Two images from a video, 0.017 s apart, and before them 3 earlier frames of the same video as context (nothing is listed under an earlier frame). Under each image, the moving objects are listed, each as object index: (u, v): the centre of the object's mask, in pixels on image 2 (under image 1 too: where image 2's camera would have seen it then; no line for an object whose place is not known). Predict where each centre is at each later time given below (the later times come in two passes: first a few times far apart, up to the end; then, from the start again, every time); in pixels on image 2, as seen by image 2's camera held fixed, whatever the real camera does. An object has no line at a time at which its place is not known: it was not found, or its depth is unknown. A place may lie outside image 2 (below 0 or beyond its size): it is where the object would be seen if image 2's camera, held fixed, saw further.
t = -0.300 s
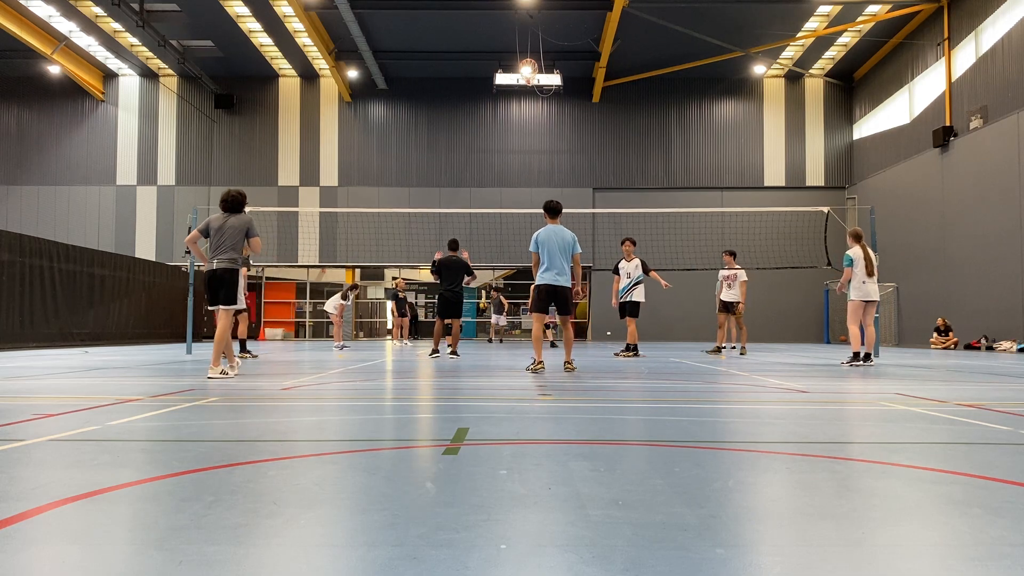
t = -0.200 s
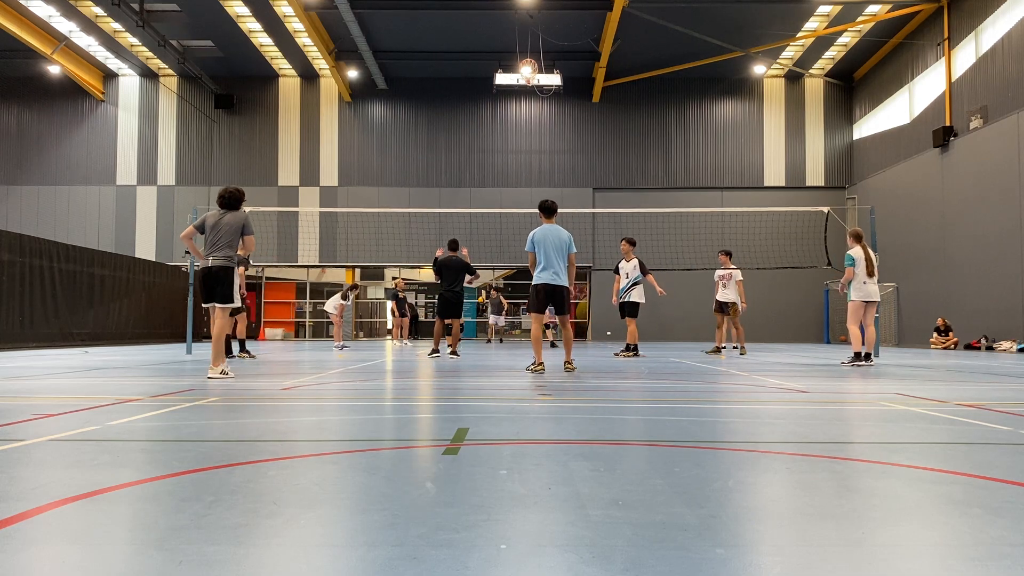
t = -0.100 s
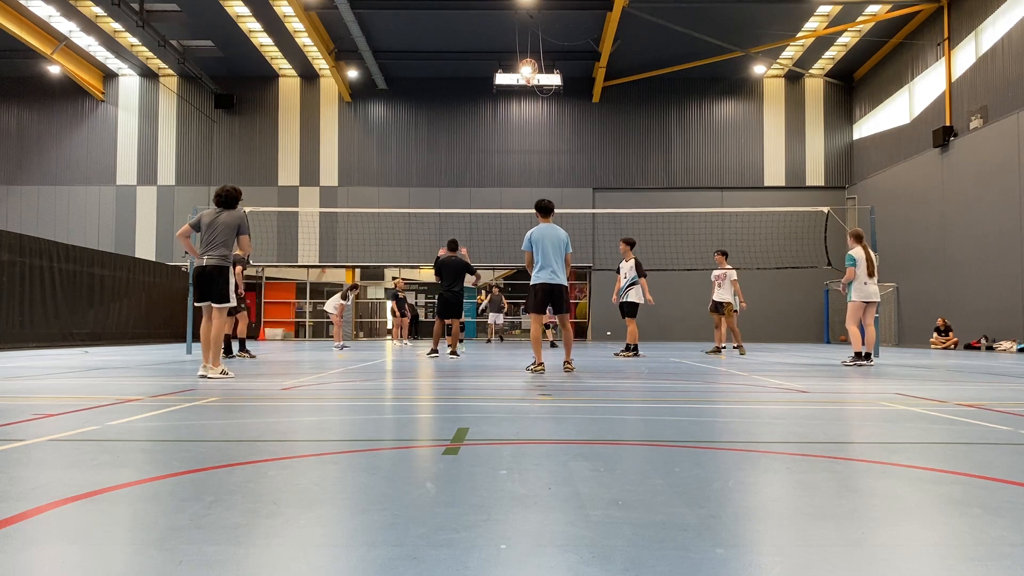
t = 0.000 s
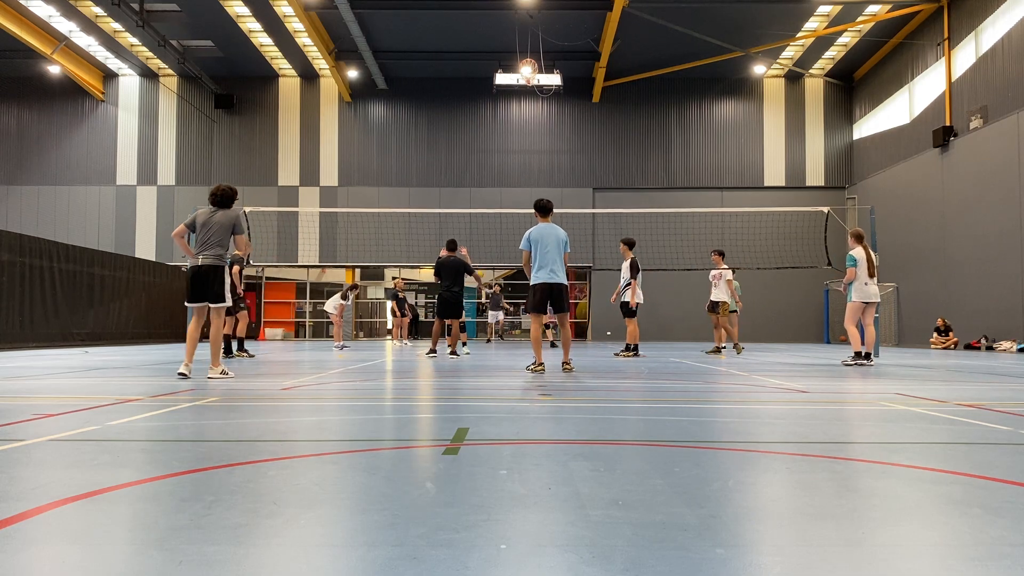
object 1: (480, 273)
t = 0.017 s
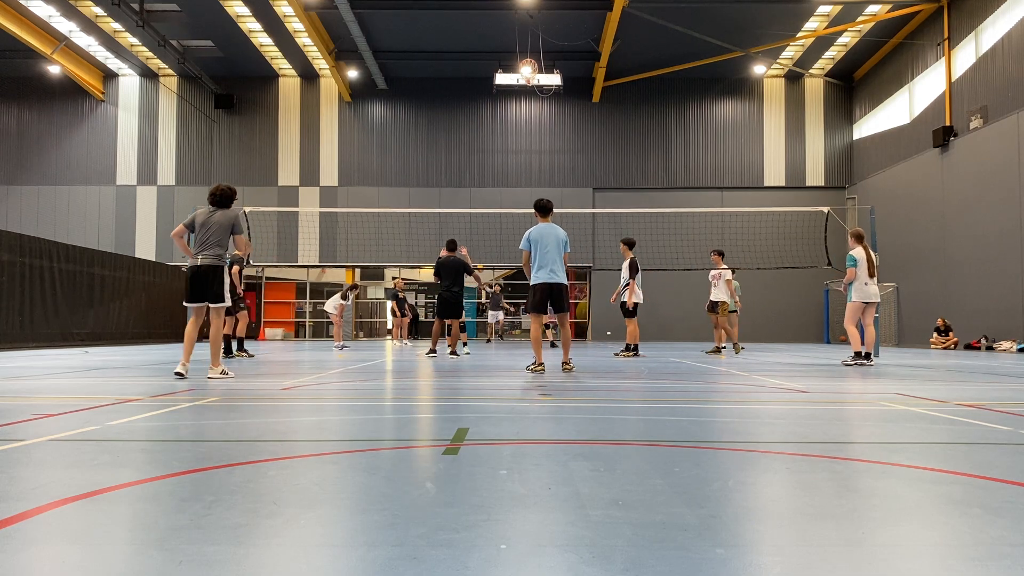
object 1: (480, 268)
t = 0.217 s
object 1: (479, 206)
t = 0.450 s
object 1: (479, 150)
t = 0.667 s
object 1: (477, 112)
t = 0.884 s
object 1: (473, 92)
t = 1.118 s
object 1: (469, 96)
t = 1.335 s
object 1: (464, 127)
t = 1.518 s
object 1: (461, 178)
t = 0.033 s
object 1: (480, 262)
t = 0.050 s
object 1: (479, 257)
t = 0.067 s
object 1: (480, 251)
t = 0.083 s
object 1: (479, 247)
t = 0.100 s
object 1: (479, 242)
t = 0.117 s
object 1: (479, 236)
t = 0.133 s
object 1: (480, 231)
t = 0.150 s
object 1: (480, 226)
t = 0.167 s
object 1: (479, 222)
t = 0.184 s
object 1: (479, 217)
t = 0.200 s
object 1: (479, 212)
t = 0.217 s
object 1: (479, 206)
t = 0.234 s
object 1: (479, 202)
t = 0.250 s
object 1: (479, 198)
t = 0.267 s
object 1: (479, 194)
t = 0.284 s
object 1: (479, 189)
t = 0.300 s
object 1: (480, 185)
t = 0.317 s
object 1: (479, 181)
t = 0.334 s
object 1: (479, 177)
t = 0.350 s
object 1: (479, 173)
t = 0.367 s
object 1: (479, 169)
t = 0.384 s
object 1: (479, 165)
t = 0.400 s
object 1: (479, 161)
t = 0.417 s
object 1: (479, 157)
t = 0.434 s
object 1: (479, 153)
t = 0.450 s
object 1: (479, 150)
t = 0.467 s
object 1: (478, 146)
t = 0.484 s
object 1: (478, 143)
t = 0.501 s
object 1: (478, 140)
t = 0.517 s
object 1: (478, 137)
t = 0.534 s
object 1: (478, 133)
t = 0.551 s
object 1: (478, 130)
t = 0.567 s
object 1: (478, 127)
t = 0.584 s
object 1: (478, 124)
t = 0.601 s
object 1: (478, 122)
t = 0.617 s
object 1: (477, 119)
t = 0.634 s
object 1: (477, 117)
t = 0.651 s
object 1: (477, 114)
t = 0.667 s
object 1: (477, 112)
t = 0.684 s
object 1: (476, 109)
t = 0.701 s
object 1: (476, 107)
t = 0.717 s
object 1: (476, 105)
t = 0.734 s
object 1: (476, 103)
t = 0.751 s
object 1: (475, 102)
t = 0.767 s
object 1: (475, 100)
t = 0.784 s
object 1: (475, 99)
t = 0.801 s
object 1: (474, 97)
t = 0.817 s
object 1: (474, 96)
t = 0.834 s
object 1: (474, 95)
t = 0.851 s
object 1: (473, 94)
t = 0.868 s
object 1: (473, 93)
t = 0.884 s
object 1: (473, 92)
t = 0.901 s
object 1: (473, 92)
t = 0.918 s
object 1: (472, 91)
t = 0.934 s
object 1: (472, 91)
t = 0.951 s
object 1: (472, 91)
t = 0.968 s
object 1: (471, 91)
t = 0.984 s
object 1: (471, 91)
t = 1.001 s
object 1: (471, 91)
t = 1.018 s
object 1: (471, 91)
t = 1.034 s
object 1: (470, 92)
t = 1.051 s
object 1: (470, 92)
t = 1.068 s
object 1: (470, 93)
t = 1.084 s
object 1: (470, 94)
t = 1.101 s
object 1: (470, 95)
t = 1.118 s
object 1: (469, 96)
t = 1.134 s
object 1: (469, 98)
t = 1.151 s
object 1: (469, 99)
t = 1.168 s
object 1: (468, 101)
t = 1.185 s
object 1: (468, 103)
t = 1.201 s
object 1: (467, 104)
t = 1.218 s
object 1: (467, 107)
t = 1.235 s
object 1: (467, 109)
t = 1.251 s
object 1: (466, 112)
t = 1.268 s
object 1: (466, 114)
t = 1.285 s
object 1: (466, 117)
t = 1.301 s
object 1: (465, 120)
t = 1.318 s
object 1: (465, 124)
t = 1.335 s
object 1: (464, 127)
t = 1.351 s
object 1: (464, 131)
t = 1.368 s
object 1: (464, 135)
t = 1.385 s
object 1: (463, 139)
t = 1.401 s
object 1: (463, 143)
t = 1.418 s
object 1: (463, 147)
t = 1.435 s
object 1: (462, 152)
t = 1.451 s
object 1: (462, 157)
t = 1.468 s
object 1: (461, 162)
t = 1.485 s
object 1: (461, 167)
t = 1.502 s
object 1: (461, 172)
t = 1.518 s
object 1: (461, 178)
